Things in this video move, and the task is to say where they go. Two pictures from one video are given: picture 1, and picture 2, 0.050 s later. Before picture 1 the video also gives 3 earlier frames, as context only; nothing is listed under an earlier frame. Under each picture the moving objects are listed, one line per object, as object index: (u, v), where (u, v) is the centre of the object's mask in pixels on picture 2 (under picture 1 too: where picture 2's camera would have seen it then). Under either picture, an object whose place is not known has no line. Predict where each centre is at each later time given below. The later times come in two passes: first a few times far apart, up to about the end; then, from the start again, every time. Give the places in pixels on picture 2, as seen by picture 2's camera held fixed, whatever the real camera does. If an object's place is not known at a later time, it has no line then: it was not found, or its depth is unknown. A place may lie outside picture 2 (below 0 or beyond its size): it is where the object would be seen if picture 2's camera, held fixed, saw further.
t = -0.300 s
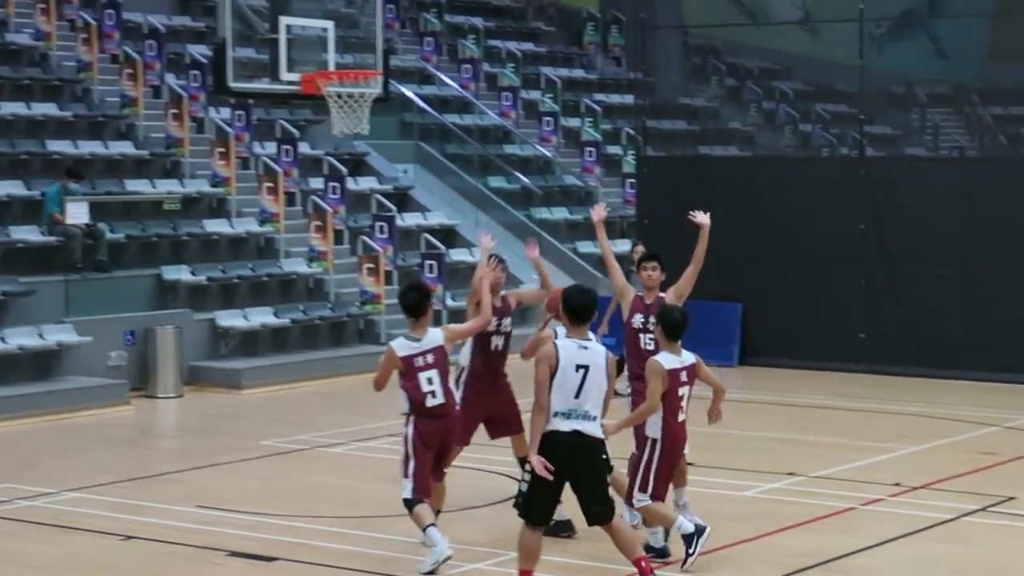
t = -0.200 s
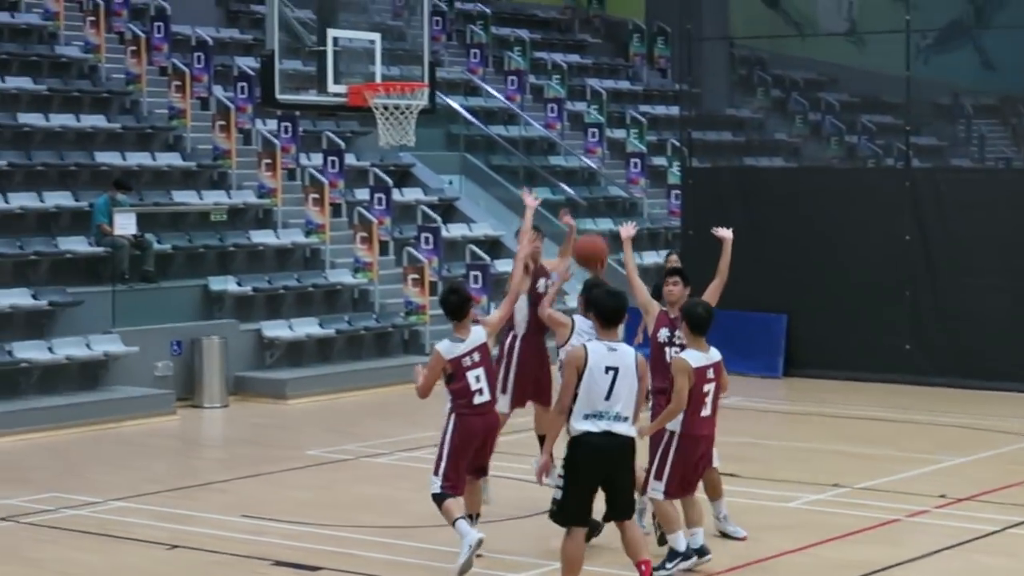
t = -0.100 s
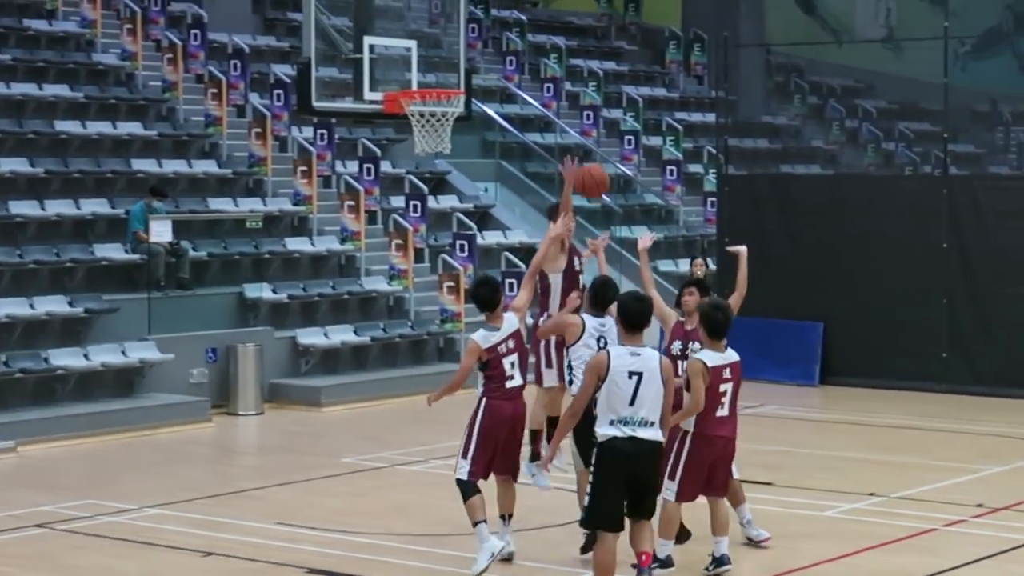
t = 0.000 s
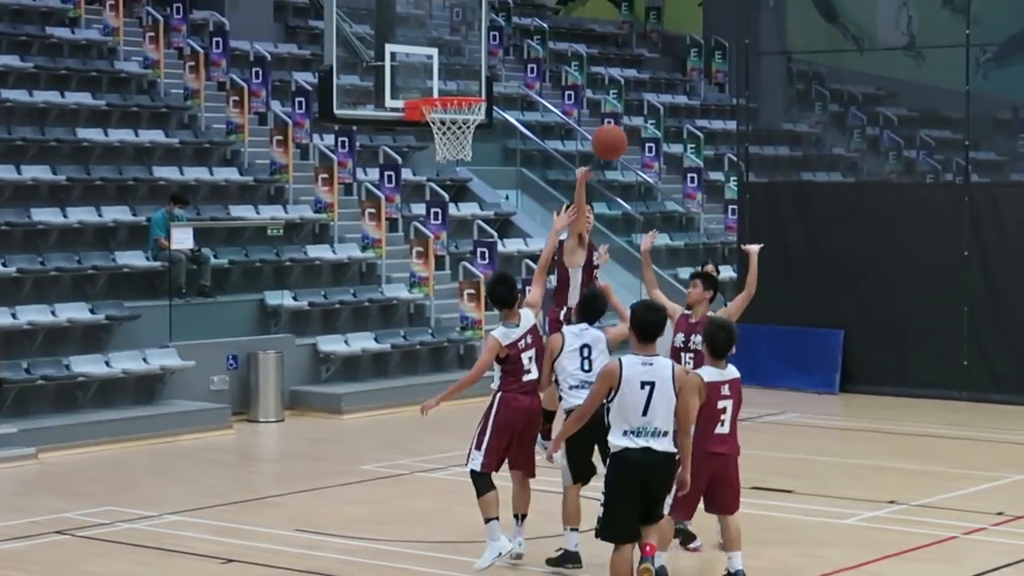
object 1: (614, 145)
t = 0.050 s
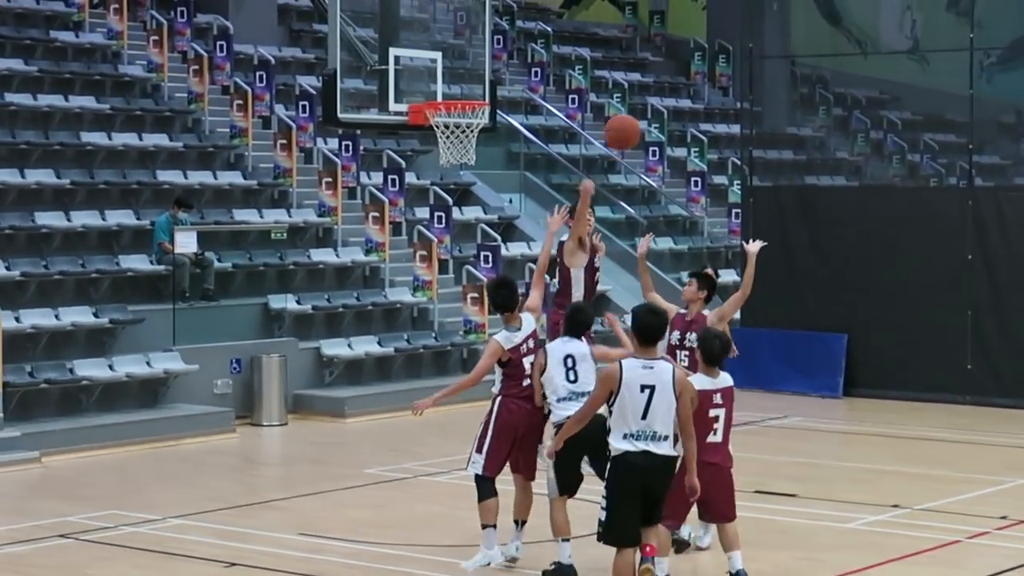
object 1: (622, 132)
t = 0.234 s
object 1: (658, 113)
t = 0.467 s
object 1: (704, 161)
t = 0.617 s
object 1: (735, 237)
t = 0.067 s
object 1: (625, 128)
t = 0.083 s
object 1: (629, 124)
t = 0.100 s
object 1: (632, 122)
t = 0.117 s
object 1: (635, 119)
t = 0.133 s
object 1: (638, 117)
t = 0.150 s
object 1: (642, 115)
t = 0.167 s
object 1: (645, 115)
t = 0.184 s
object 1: (648, 113)
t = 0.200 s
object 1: (652, 113)
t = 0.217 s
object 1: (655, 112)
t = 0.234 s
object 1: (658, 113)
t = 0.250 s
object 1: (662, 114)
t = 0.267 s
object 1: (665, 115)
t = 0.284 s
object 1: (669, 117)
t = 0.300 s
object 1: (672, 119)
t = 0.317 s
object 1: (675, 121)
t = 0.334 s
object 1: (678, 124)
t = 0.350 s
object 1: (681, 127)
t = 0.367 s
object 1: (685, 130)
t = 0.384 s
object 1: (688, 134)
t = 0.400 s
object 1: (691, 139)
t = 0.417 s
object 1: (694, 143)
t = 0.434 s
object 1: (698, 149)
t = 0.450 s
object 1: (701, 155)
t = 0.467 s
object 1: (704, 161)
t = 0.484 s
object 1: (709, 168)
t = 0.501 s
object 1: (712, 176)
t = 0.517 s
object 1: (714, 182)
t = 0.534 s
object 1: (718, 191)
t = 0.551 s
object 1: (722, 200)
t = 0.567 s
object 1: (725, 208)
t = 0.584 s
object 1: (729, 217)
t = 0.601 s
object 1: (731, 227)
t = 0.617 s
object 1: (735, 237)
